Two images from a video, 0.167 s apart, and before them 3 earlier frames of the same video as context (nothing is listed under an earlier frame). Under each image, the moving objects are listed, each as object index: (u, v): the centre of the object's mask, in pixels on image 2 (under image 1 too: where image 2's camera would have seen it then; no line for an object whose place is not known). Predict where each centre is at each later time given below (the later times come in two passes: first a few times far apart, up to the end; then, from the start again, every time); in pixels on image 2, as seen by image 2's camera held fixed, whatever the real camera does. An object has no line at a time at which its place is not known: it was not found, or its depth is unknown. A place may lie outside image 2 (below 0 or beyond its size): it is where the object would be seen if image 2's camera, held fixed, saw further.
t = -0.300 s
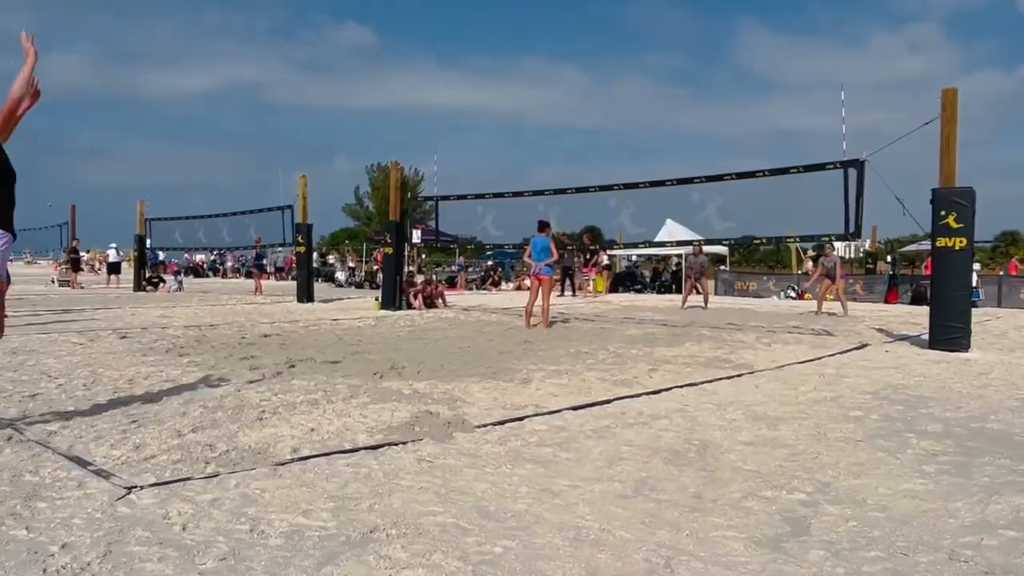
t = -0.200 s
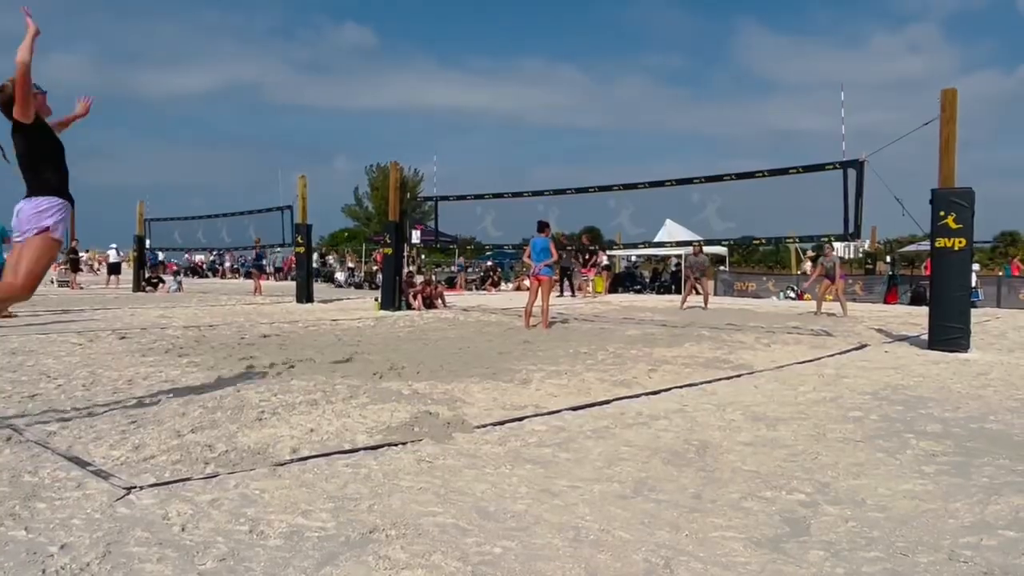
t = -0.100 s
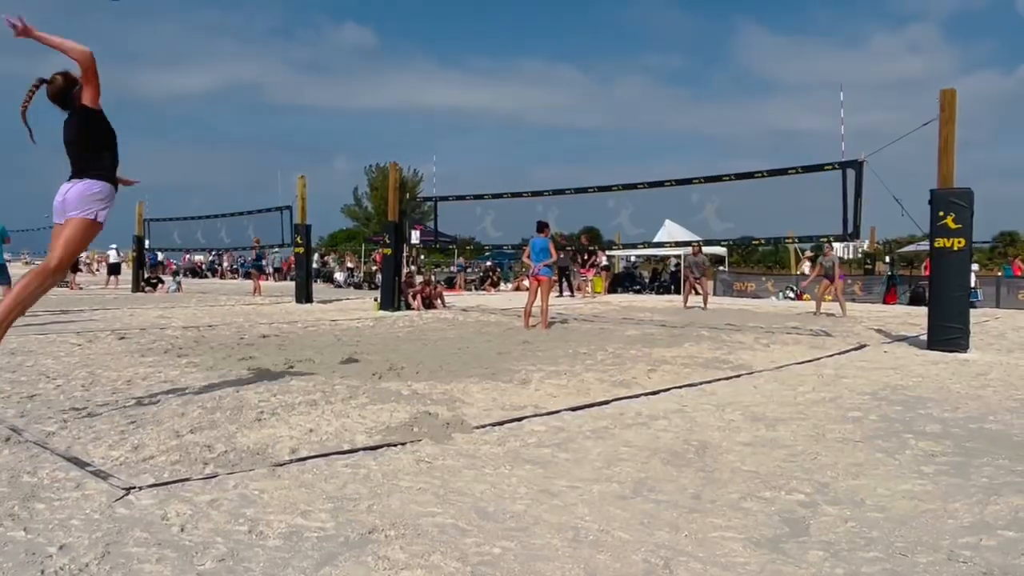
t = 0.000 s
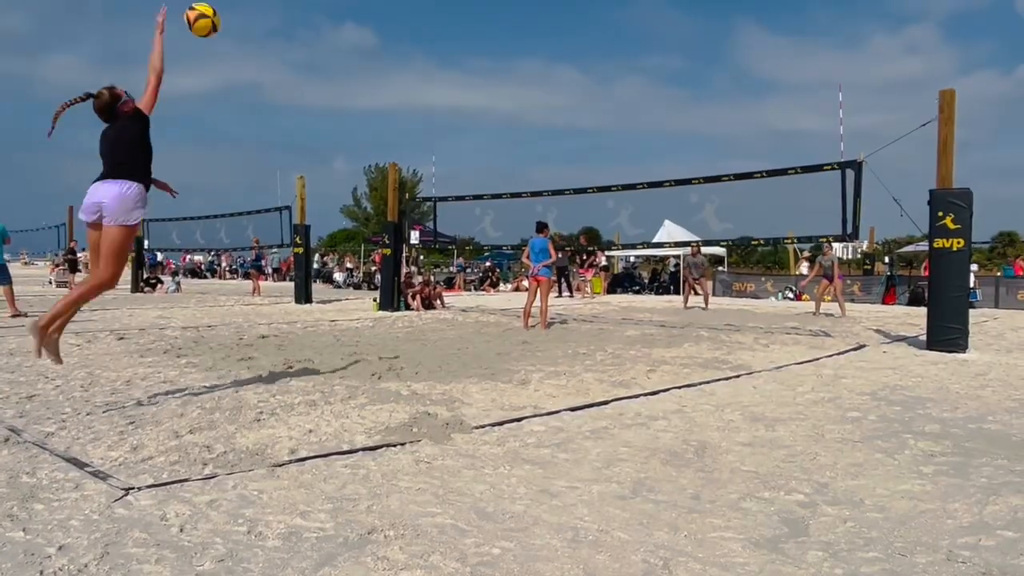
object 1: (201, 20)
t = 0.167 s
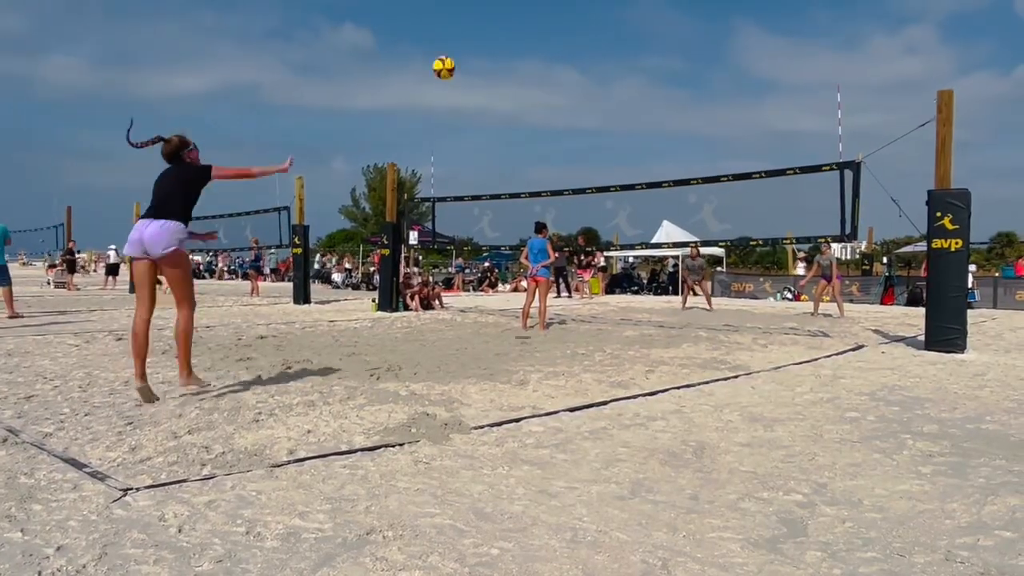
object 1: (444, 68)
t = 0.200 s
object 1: (476, 77)
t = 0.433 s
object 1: (627, 139)
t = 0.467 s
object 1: (641, 148)
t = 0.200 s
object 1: (476, 77)
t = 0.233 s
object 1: (504, 85)
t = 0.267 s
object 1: (530, 94)
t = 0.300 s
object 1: (553, 103)
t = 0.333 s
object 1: (574, 112)
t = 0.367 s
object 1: (593, 121)
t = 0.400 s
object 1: (610, 130)
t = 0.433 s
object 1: (627, 139)
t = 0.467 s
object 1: (641, 148)
